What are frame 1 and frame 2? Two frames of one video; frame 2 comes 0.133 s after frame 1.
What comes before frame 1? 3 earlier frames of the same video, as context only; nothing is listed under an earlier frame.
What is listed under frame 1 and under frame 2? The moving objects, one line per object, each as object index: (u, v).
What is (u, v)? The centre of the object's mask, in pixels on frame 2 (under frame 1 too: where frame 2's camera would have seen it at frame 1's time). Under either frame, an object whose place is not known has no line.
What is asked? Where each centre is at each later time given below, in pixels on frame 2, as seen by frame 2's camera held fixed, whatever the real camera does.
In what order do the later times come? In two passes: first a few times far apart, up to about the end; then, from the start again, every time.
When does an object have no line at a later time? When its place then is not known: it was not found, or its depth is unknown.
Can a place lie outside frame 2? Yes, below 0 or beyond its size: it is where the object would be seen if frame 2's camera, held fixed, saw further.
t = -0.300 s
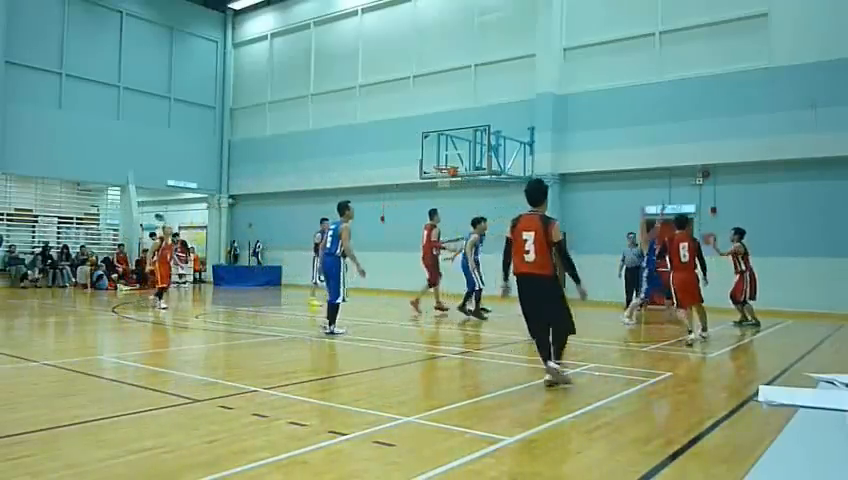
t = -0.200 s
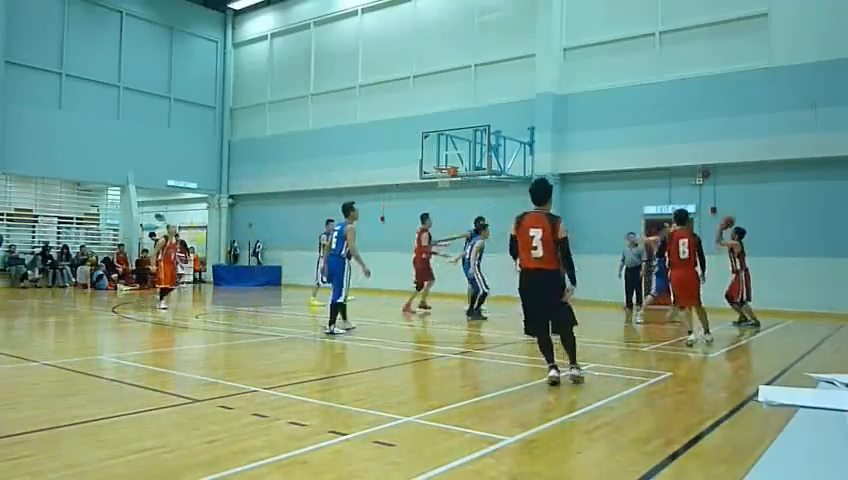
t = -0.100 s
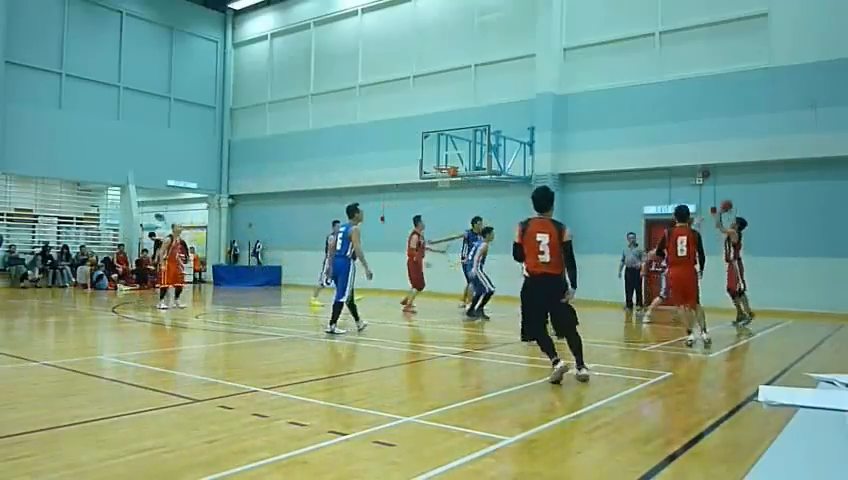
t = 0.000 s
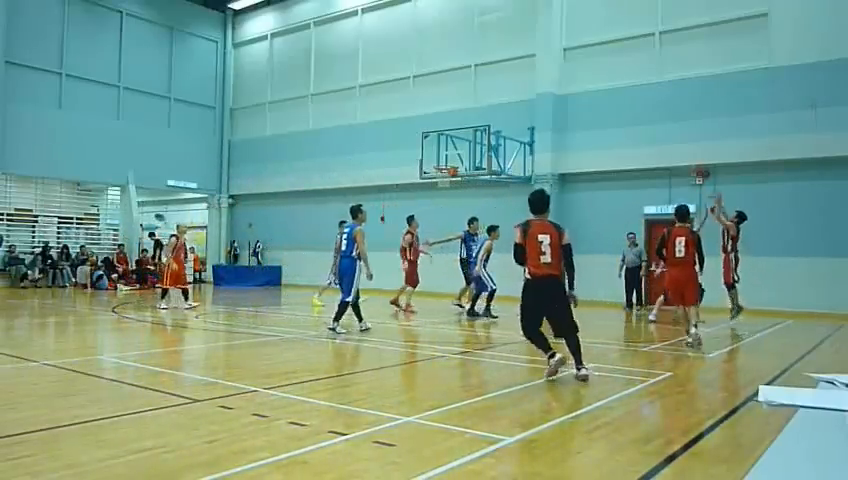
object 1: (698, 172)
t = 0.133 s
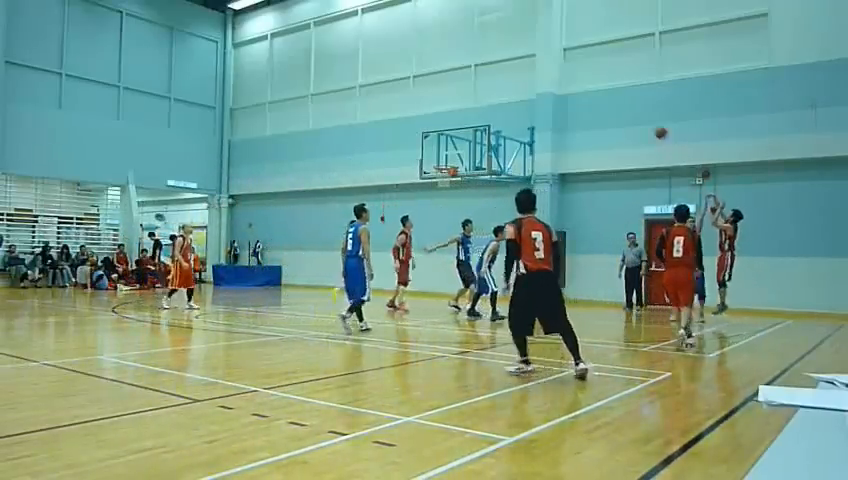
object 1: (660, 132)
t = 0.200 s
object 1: (643, 118)
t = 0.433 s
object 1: (583, 89)
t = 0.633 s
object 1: (538, 87)
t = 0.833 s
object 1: (497, 104)
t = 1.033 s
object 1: (459, 137)
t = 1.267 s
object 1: (446, 145)
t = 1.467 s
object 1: (464, 118)
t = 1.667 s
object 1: (483, 109)
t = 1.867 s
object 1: (502, 118)
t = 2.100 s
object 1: (524, 153)
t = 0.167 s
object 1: (651, 125)
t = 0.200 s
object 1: (643, 118)
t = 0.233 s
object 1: (633, 112)
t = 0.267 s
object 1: (624, 106)
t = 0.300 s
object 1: (616, 102)
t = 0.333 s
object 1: (608, 98)
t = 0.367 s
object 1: (600, 94)
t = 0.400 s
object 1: (591, 91)
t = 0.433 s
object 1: (583, 89)
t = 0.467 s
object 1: (575, 87)
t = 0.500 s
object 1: (568, 86)
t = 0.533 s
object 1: (560, 86)
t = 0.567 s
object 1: (553, 86)
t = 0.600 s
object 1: (545, 86)
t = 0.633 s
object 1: (538, 87)
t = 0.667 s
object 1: (531, 89)
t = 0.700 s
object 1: (524, 91)
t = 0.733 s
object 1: (517, 93)
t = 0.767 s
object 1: (510, 97)
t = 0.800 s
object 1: (503, 100)
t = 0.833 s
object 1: (497, 104)
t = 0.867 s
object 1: (490, 109)
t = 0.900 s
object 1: (484, 113)
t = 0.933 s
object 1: (477, 118)
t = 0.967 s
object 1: (471, 124)
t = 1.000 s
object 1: (465, 131)
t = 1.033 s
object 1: (459, 137)
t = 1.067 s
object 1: (452, 144)
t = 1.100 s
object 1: (447, 151)
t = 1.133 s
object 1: (442, 158)
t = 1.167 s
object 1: (437, 164)
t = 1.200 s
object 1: (441, 157)
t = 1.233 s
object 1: (442, 150)
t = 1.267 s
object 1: (446, 145)
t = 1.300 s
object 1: (449, 139)
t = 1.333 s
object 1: (452, 132)
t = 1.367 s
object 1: (455, 128)
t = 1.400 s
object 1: (458, 124)
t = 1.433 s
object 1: (461, 121)
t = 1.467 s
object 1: (464, 118)
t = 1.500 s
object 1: (468, 115)
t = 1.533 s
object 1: (471, 113)
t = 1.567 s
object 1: (474, 111)
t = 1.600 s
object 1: (477, 110)
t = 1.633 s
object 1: (480, 109)
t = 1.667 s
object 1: (483, 109)
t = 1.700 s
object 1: (487, 108)
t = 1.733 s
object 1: (490, 109)
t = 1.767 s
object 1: (493, 110)
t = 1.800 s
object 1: (496, 112)
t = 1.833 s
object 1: (499, 115)
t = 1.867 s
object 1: (502, 118)
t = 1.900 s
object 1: (505, 121)
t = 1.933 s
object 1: (509, 125)
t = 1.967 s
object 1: (512, 129)
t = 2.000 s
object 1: (515, 135)
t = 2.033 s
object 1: (518, 140)
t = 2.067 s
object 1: (522, 146)
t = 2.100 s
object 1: (524, 153)
